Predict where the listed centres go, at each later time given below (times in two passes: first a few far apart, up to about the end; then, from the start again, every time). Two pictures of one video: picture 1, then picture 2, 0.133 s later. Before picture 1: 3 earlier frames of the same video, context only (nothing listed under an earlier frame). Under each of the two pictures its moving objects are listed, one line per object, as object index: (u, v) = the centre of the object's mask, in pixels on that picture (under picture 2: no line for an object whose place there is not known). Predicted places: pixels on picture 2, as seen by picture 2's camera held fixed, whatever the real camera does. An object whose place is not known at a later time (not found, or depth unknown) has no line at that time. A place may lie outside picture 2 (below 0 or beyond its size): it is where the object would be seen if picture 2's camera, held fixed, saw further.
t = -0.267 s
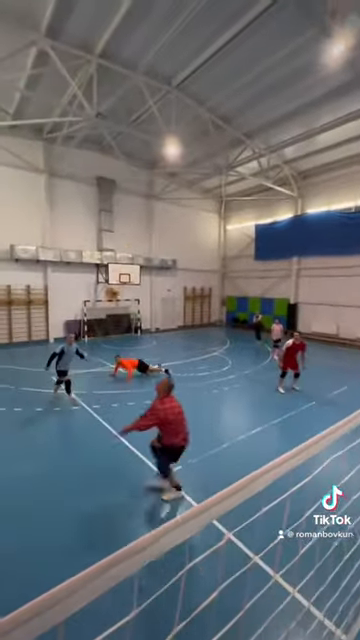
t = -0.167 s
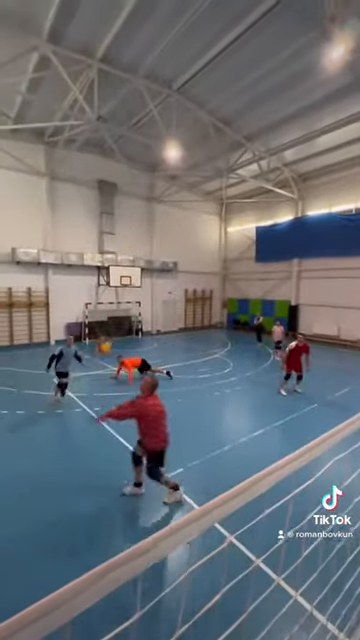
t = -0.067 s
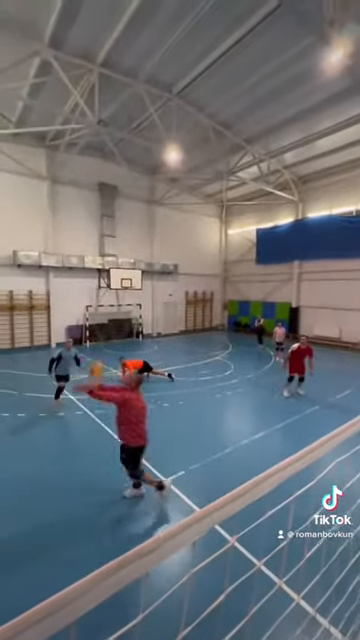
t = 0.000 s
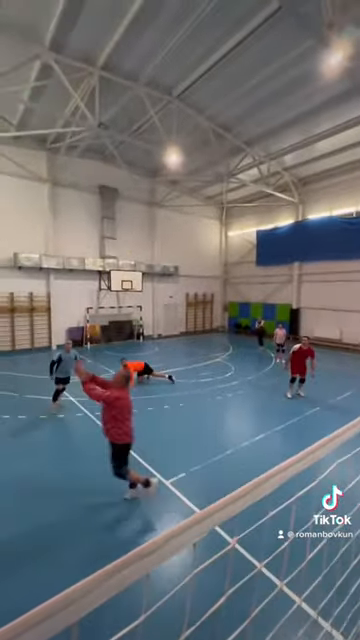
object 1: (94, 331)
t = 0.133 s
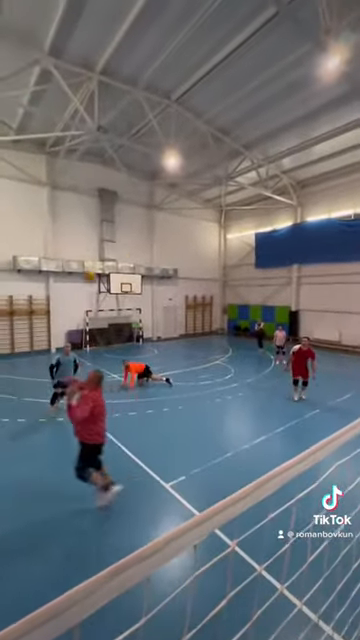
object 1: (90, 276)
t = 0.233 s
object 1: (86, 246)
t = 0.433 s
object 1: (84, 218)
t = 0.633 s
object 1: (84, 215)
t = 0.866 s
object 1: (84, 232)
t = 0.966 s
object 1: (85, 244)
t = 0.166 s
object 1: (87, 263)
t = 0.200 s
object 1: (87, 253)
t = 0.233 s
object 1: (86, 246)
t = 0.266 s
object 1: (86, 239)
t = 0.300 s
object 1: (85, 233)
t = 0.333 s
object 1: (84, 228)
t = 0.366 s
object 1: (85, 224)
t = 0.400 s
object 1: (84, 220)
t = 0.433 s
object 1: (84, 218)
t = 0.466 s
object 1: (84, 216)
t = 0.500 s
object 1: (84, 215)
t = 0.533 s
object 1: (84, 214)
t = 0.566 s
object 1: (83, 213)
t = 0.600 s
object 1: (83, 214)
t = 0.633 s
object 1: (84, 215)
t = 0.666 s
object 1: (84, 216)
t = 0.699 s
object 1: (84, 217)
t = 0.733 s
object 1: (84, 219)
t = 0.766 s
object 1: (84, 222)
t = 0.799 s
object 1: (84, 226)
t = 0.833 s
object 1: (84, 228)
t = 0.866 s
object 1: (84, 232)
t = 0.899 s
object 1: (84, 236)
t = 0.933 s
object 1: (85, 241)
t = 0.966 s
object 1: (85, 244)
